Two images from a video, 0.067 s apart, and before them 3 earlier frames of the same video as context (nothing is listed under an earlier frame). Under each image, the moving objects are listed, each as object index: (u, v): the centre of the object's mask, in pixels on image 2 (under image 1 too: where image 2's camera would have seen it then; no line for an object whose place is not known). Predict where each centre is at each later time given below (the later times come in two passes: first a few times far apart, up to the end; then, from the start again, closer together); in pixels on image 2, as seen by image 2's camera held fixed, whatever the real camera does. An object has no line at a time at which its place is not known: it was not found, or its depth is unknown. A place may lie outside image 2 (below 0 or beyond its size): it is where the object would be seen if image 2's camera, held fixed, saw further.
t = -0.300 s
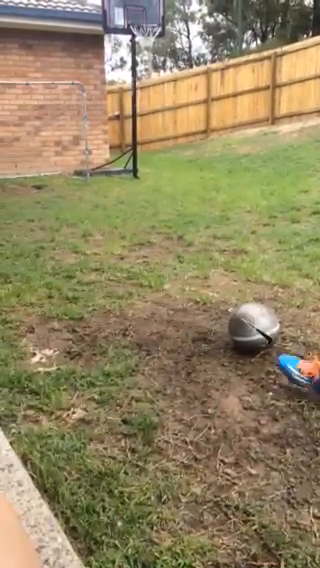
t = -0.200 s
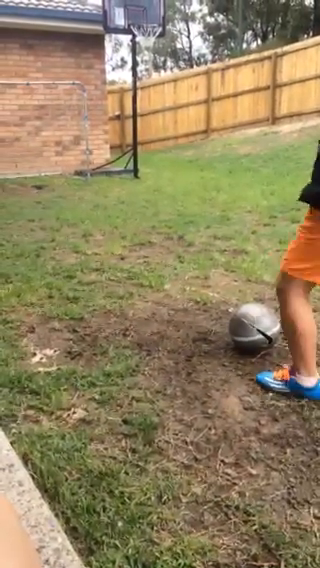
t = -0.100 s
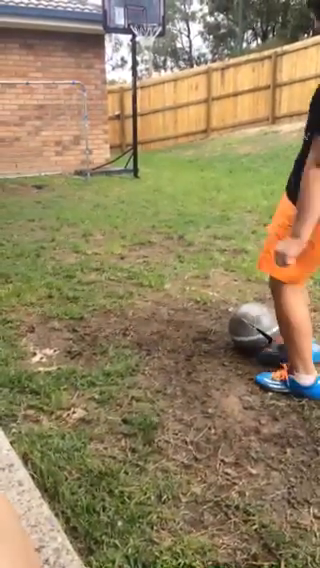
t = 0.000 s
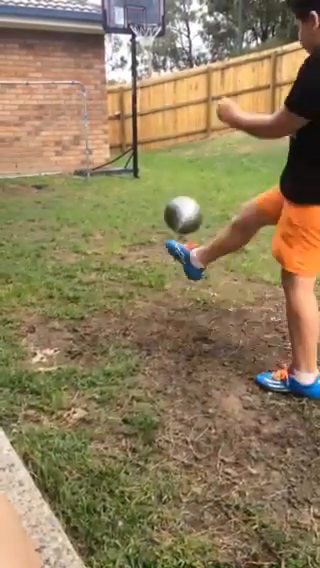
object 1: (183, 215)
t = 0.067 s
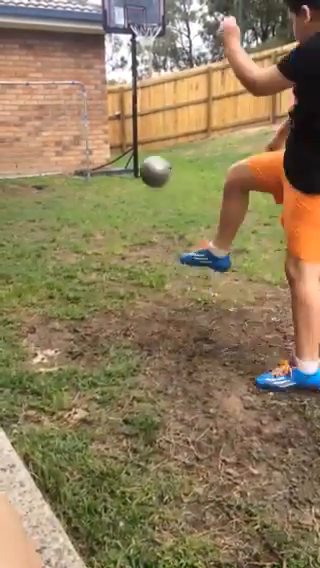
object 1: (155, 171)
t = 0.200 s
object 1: (121, 130)
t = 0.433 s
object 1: (96, 125)
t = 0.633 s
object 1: (92, 150)
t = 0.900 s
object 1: (126, 163)
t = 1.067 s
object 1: (149, 153)
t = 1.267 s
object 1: (181, 169)
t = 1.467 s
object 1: (216, 187)
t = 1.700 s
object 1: (261, 181)
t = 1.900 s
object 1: (298, 202)
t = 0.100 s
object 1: (144, 157)
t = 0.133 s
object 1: (136, 145)
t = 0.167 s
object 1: (127, 136)
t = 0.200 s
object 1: (121, 130)
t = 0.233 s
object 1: (115, 126)
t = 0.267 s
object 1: (110, 123)
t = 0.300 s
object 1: (106, 122)
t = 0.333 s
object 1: (104, 122)
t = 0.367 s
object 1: (100, 122)
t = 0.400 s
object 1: (98, 124)
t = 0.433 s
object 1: (96, 125)
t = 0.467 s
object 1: (95, 128)
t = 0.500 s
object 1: (93, 131)
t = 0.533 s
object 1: (92, 135)
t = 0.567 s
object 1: (90, 139)
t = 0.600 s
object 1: (90, 144)
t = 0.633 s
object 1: (92, 150)
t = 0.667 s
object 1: (96, 157)
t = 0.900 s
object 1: (126, 163)
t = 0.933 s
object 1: (130, 160)
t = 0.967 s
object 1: (134, 157)
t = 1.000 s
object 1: (140, 155)
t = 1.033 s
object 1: (144, 153)
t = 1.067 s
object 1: (149, 153)
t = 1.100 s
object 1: (154, 154)
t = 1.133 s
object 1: (159, 155)
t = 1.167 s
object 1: (164, 157)
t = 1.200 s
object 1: (170, 160)
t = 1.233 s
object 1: (175, 164)
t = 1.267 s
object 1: (181, 169)
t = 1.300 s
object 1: (186, 175)
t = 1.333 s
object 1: (192, 182)
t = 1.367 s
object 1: (198, 190)
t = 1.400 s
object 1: (204, 197)
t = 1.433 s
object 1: (210, 192)
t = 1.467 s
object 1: (216, 187)
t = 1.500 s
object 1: (221, 184)
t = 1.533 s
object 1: (228, 181)
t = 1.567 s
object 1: (234, 178)
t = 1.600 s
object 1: (241, 178)
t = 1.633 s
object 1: (247, 177)
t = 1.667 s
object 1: (254, 179)
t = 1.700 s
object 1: (261, 181)
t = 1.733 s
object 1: (268, 184)
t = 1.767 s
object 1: (276, 188)
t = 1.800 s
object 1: (283, 195)
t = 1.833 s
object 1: (290, 200)
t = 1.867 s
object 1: (295, 199)
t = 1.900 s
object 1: (298, 202)
